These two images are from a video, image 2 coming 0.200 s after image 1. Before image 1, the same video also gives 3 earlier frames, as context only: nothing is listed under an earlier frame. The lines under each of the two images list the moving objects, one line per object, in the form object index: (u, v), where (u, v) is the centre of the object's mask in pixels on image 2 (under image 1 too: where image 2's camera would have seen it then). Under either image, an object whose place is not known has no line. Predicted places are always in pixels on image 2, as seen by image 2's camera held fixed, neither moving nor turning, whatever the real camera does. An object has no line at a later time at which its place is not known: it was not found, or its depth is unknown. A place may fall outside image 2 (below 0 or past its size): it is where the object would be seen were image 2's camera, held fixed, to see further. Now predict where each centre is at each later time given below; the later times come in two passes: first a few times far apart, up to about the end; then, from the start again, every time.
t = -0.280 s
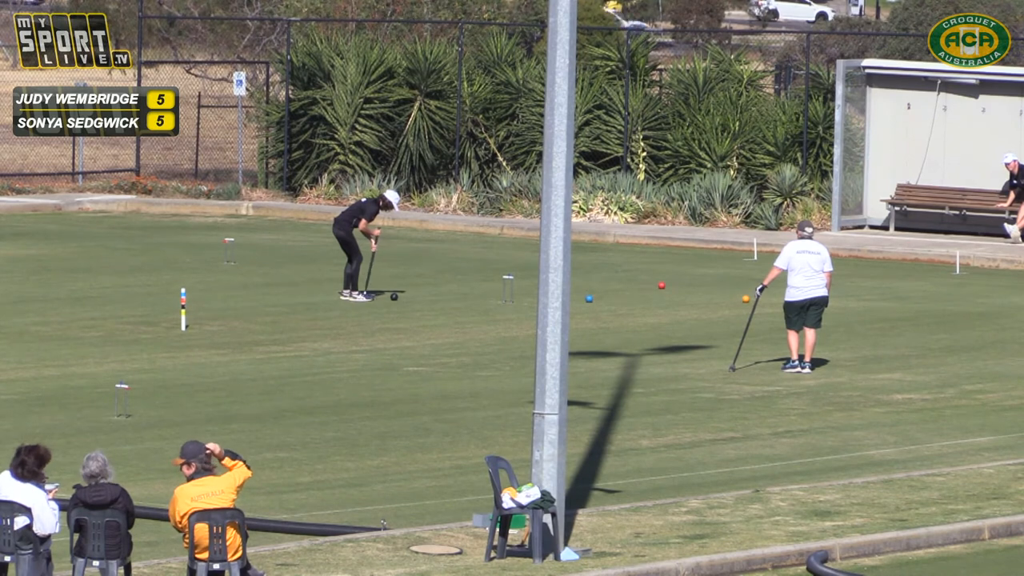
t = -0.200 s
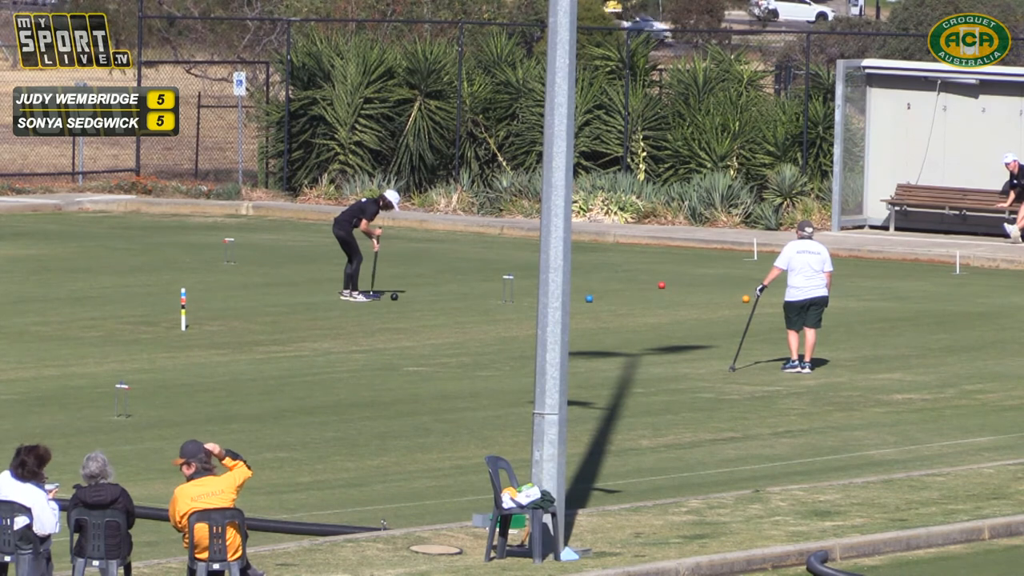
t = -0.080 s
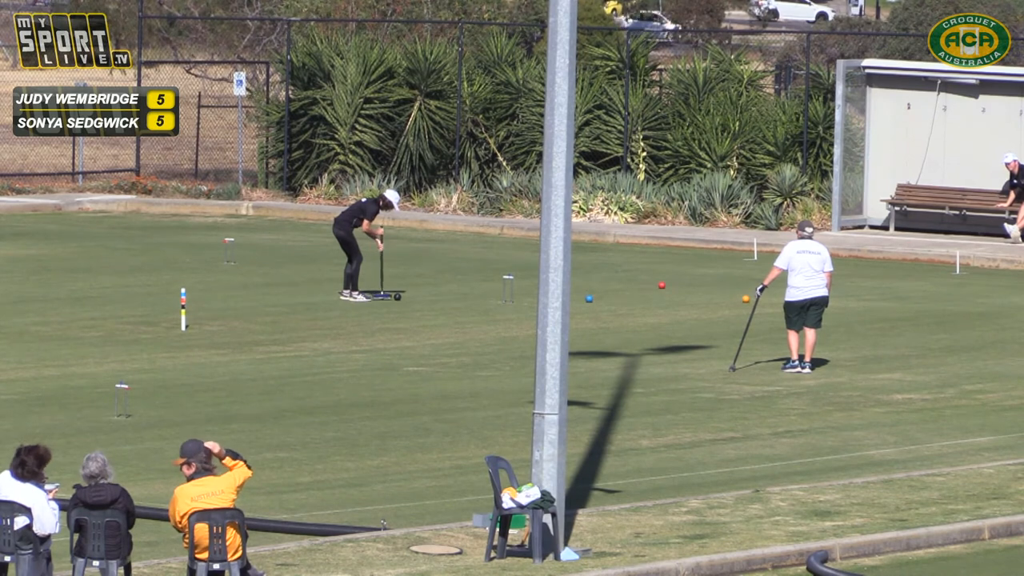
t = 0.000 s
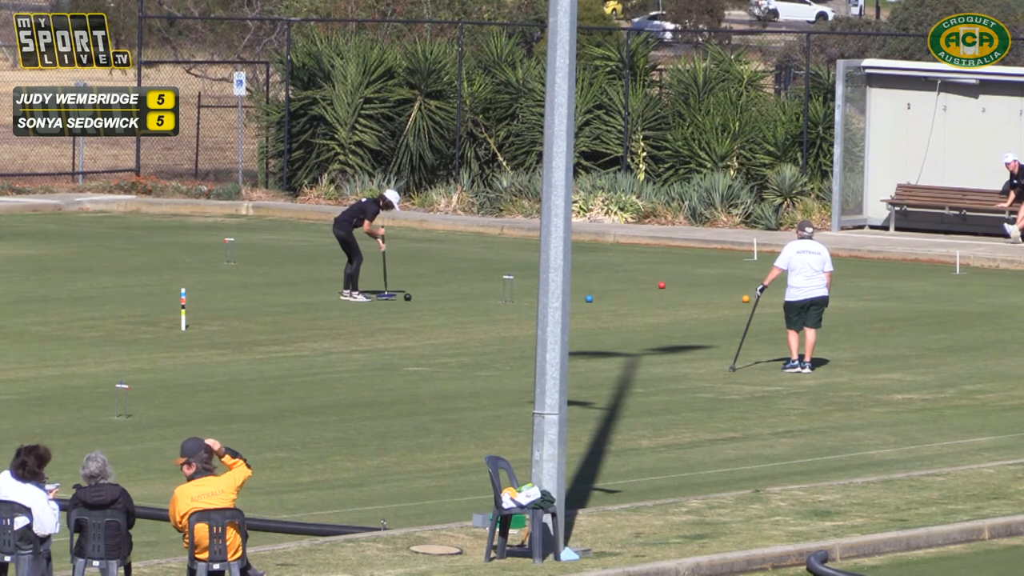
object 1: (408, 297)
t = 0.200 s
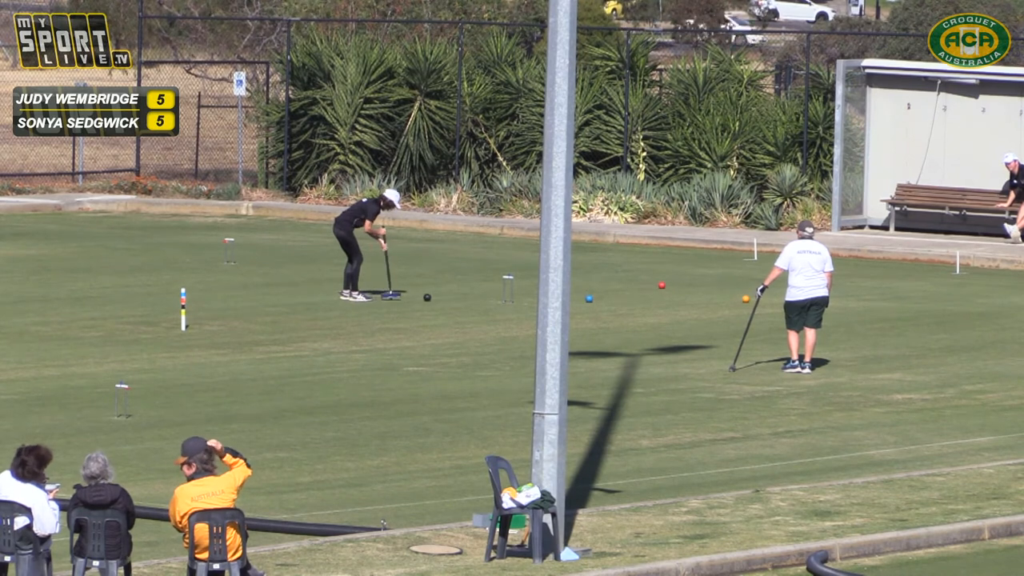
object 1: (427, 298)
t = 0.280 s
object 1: (434, 297)
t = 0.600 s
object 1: (461, 298)
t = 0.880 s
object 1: (482, 298)
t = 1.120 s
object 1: (497, 298)
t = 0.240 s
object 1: (431, 297)
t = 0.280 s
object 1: (434, 297)
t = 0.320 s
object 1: (438, 297)
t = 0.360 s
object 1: (441, 297)
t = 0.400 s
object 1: (445, 297)
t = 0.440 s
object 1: (448, 297)
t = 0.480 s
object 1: (452, 298)
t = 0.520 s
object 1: (455, 298)
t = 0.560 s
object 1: (458, 298)
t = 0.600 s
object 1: (461, 298)
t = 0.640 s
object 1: (465, 298)
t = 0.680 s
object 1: (468, 298)
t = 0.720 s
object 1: (471, 298)
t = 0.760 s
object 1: (474, 298)
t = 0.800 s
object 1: (477, 298)
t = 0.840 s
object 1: (479, 298)
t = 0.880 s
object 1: (482, 298)
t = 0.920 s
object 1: (485, 298)
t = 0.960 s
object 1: (487, 298)
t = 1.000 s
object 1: (490, 298)
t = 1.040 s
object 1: (493, 298)
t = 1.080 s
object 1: (495, 298)
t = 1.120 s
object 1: (497, 298)
